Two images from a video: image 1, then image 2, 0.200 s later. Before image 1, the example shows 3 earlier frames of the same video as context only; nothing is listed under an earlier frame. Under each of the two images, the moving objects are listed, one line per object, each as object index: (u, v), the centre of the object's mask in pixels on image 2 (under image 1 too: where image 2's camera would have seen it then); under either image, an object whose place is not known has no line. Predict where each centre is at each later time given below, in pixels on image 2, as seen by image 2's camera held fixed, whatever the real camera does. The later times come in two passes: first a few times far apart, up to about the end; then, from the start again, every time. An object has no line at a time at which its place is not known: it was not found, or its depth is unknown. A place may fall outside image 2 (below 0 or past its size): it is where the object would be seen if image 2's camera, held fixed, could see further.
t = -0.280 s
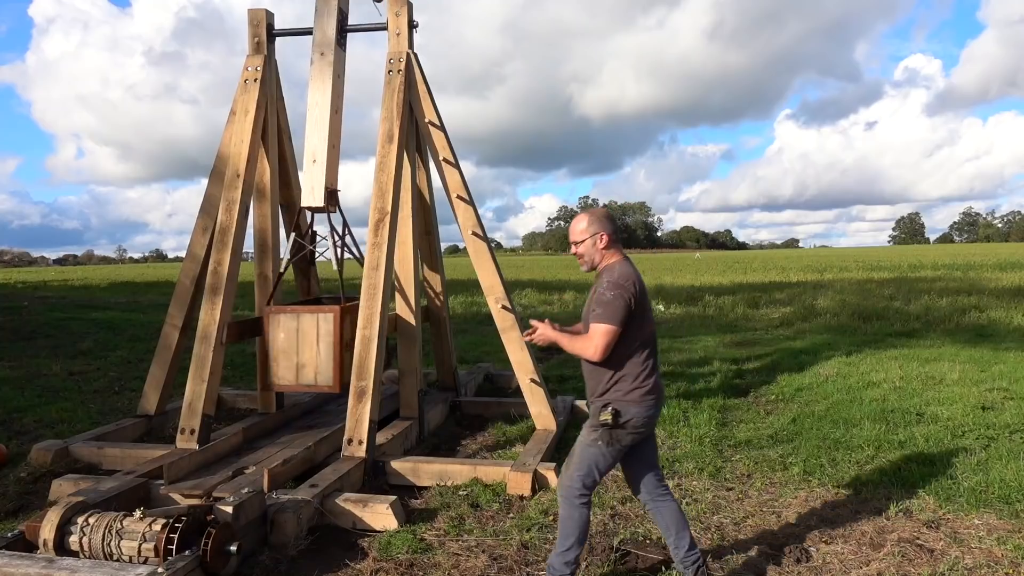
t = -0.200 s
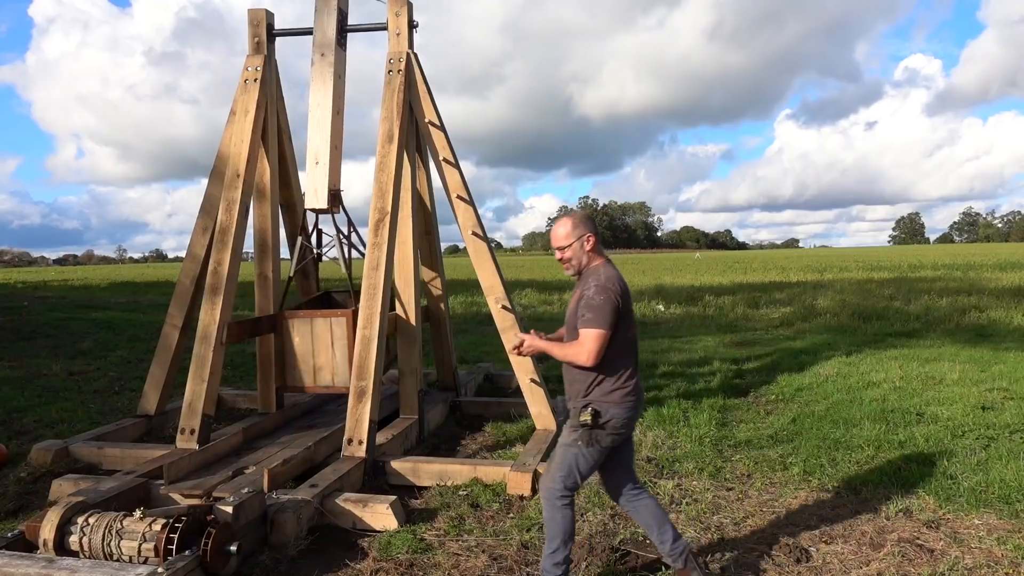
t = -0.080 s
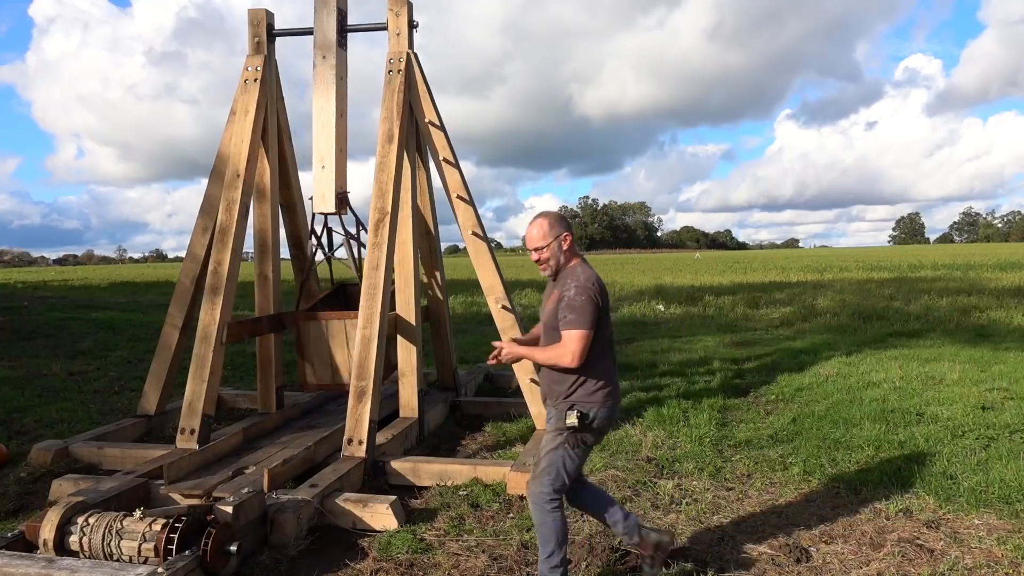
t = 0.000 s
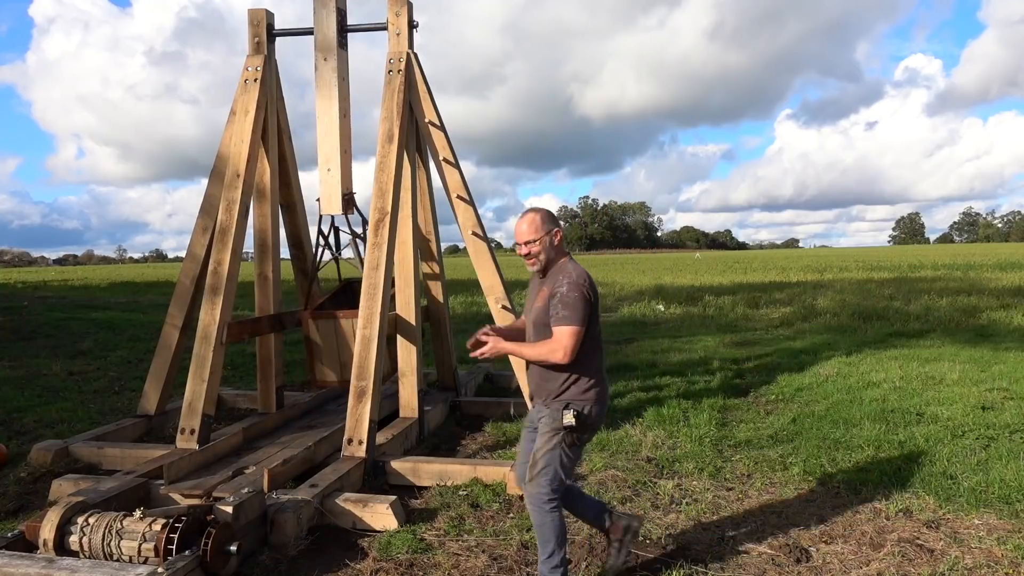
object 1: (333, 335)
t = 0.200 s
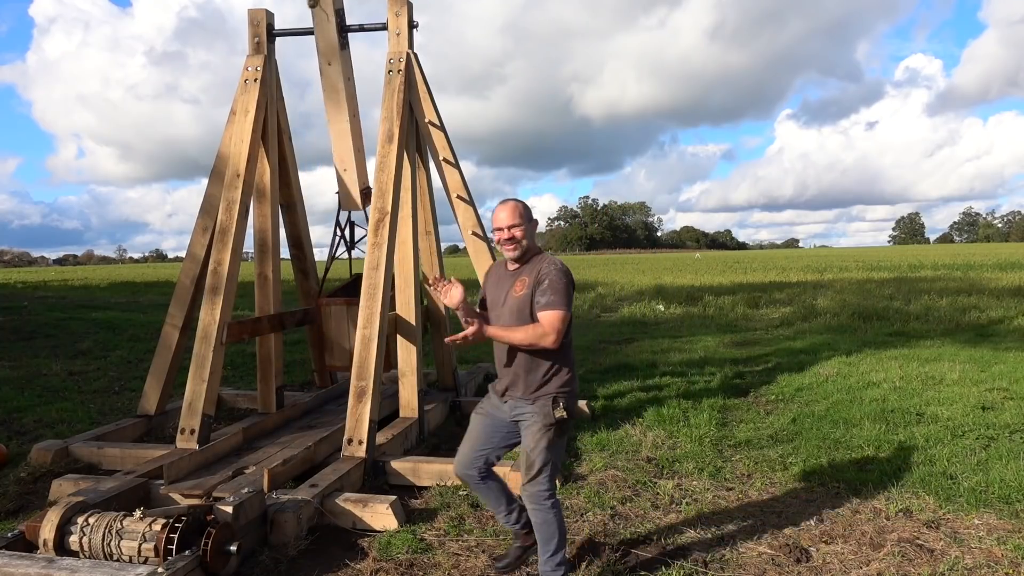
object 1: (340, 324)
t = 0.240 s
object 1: (340, 321)
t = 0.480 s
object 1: (339, 299)
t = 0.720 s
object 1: (340, 292)
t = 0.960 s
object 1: (337, 299)
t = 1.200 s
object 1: (337, 335)
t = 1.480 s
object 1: (327, 346)
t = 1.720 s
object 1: (307, 341)
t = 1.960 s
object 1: (282, 335)
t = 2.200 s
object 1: (260, 324)
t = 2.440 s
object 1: (259, 310)
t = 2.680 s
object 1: (267, 306)
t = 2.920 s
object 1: (273, 318)
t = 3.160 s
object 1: (281, 334)
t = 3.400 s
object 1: (294, 340)
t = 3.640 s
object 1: (315, 343)
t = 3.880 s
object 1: (333, 334)
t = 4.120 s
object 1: (344, 319)
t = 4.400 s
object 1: (344, 309)
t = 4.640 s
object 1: (340, 307)
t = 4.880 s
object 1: (333, 318)
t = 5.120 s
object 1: (327, 334)
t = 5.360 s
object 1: (319, 345)
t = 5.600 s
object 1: (301, 342)
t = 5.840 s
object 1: (281, 333)
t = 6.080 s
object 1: (258, 323)
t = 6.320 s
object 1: (255, 318)
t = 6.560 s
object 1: (269, 321)
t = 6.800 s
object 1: (287, 331)
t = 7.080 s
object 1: (300, 342)
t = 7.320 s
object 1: (310, 342)
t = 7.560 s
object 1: (323, 334)
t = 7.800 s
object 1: (336, 325)
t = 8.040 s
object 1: (343, 318)
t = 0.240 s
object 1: (340, 321)
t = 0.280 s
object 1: (340, 317)
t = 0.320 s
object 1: (340, 313)
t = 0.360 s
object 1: (340, 309)
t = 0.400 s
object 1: (340, 305)
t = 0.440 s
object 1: (340, 302)
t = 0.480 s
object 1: (339, 299)
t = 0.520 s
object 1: (339, 296)
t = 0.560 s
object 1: (339, 294)
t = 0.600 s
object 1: (339, 293)
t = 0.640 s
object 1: (340, 292)
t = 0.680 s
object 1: (340, 292)
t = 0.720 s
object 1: (340, 292)
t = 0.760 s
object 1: (340, 294)
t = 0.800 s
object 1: (339, 294)
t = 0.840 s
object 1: (338, 294)
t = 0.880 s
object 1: (337, 296)
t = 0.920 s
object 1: (337, 297)
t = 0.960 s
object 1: (337, 299)
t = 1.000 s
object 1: (337, 302)
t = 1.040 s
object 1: (333, 317)
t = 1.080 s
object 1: (336, 314)
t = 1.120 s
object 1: (334, 328)
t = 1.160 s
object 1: (336, 330)
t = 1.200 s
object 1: (337, 335)
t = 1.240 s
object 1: (337, 336)
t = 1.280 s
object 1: (338, 337)
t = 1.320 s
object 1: (338, 338)
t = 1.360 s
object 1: (336, 342)
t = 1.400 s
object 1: (334, 335)
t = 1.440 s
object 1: (330, 345)
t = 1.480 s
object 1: (327, 346)
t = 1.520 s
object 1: (324, 347)
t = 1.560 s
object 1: (320, 348)
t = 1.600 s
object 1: (318, 346)
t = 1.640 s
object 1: (314, 345)
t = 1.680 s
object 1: (310, 343)
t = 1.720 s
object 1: (307, 341)
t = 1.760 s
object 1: (302, 341)
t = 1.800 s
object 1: (298, 339)
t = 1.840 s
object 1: (294, 338)
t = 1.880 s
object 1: (290, 337)
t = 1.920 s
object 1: (286, 336)
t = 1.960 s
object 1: (282, 335)
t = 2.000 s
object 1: (276, 333)
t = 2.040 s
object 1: (271, 331)
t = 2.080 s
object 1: (267, 330)
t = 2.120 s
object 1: (264, 328)
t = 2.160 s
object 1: (262, 326)
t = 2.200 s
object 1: (260, 324)
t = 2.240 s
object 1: (258, 322)
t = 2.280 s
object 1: (257, 320)
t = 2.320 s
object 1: (257, 317)
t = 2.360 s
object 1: (257, 315)
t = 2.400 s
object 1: (257, 312)
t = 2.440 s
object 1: (259, 310)
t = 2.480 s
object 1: (260, 308)
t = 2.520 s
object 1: (261, 307)
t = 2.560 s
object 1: (263, 306)
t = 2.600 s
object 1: (264, 305)
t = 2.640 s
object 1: (266, 305)
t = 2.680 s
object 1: (267, 306)
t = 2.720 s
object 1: (268, 307)
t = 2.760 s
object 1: (270, 308)
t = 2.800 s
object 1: (270, 310)
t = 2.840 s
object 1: (271, 312)
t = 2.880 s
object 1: (272, 315)
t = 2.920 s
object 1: (273, 318)
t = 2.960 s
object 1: (274, 321)
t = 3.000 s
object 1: (275, 324)
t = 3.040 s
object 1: (276, 326)
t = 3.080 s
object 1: (278, 329)
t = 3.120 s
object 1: (279, 332)
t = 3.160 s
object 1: (281, 334)
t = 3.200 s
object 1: (283, 335)
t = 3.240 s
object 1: (284, 336)
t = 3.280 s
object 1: (286, 337)
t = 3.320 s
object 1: (289, 338)
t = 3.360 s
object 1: (291, 339)
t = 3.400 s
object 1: (294, 340)
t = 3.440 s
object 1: (298, 340)
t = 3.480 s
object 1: (300, 341)
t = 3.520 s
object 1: (304, 341)
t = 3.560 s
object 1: (307, 342)
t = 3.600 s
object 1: (311, 342)
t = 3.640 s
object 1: (315, 343)
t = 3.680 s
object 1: (316, 344)
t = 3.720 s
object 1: (319, 344)
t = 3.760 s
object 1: (324, 339)
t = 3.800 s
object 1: (327, 338)
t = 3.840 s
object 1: (330, 335)
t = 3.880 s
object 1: (333, 334)
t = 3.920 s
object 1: (335, 332)
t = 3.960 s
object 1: (339, 328)
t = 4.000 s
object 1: (341, 324)
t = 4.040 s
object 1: (342, 324)
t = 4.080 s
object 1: (343, 321)
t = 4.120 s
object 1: (344, 319)
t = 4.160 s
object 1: (344, 318)
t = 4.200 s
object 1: (344, 317)
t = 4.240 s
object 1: (345, 315)
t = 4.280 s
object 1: (345, 313)
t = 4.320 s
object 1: (345, 312)
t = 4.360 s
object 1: (344, 310)
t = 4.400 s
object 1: (344, 309)
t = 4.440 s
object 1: (344, 308)
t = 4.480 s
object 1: (343, 307)
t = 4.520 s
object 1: (342, 307)
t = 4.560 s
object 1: (342, 307)
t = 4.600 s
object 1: (341, 307)
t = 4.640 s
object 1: (340, 307)
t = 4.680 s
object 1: (339, 308)
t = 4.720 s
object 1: (338, 309)
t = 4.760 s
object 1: (336, 312)
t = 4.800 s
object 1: (335, 313)
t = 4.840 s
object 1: (334, 316)
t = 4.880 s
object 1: (333, 318)
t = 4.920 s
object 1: (332, 321)
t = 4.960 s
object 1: (331, 324)
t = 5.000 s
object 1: (330, 327)
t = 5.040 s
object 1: (329, 329)
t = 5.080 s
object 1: (328, 332)
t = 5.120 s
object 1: (327, 334)
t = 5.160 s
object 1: (326, 338)
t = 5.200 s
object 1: (324, 339)
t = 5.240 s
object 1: (323, 341)
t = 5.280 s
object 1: (322, 342)
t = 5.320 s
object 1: (320, 344)
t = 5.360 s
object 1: (319, 345)
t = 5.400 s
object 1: (316, 346)
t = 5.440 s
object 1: (314, 346)
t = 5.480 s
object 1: (311, 345)
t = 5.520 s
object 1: (307, 344)
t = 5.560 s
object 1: (304, 343)
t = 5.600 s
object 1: (301, 342)
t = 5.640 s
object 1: (298, 340)
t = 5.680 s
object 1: (295, 339)
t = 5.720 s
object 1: (291, 338)
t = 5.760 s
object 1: (288, 336)
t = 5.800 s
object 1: (285, 335)
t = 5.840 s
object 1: (281, 333)
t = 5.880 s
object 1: (276, 331)
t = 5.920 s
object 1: (271, 330)
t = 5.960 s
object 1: (267, 327)
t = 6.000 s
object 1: (263, 326)
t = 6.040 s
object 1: (260, 324)
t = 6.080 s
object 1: (258, 323)
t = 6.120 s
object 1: (256, 322)
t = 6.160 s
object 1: (255, 321)
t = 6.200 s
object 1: (254, 320)
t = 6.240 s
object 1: (253, 319)
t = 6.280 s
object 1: (253, 318)
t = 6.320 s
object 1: (255, 318)
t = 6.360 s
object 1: (256, 318)
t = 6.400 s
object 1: (258, 318)
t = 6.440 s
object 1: (260, 318)
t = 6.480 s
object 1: (263, 319)
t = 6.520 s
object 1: (266, 320)
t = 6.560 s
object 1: (269, 321)
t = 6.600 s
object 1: (273, 322)
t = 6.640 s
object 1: (277, 324)
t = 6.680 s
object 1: (280, 325)
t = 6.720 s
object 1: (283, 327)
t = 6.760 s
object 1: (285, 329)
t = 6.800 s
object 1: (287, 331)
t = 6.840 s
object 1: (290, 333)
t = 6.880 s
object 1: (291, 335)
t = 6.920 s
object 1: (293, 337)
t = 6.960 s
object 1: (295, 338)
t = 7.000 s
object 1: (297, 340)
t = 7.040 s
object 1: (298, 341)
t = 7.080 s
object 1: (300, 342)
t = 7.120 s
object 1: (301, 342)
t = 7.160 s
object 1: (304, 343)
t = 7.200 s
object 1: (305, 343)
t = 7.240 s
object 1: (307, 343)
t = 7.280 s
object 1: (308, 343)
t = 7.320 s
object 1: (310, 342)
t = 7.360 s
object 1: (313, 341)
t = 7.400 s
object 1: (315, 341)
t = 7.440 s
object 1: (316, 340)
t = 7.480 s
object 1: (318, 340)
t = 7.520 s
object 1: (321, 337)
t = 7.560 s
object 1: (323, 334)
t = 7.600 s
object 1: (325, 333)
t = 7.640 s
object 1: (327, 331)
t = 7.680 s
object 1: (329, 330)
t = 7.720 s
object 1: (332, 328)
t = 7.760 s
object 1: (334, 327)
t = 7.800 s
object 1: (336, 325)
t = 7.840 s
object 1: (338, 322)
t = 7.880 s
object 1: (340, 321)
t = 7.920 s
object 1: (341, 320)
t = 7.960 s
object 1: (342, 319)
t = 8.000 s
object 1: (343, 318)
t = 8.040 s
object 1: (343, 318)
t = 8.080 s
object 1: (343, 317)
